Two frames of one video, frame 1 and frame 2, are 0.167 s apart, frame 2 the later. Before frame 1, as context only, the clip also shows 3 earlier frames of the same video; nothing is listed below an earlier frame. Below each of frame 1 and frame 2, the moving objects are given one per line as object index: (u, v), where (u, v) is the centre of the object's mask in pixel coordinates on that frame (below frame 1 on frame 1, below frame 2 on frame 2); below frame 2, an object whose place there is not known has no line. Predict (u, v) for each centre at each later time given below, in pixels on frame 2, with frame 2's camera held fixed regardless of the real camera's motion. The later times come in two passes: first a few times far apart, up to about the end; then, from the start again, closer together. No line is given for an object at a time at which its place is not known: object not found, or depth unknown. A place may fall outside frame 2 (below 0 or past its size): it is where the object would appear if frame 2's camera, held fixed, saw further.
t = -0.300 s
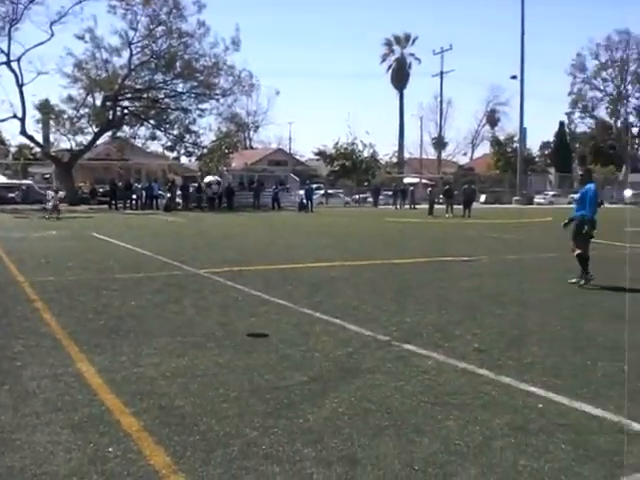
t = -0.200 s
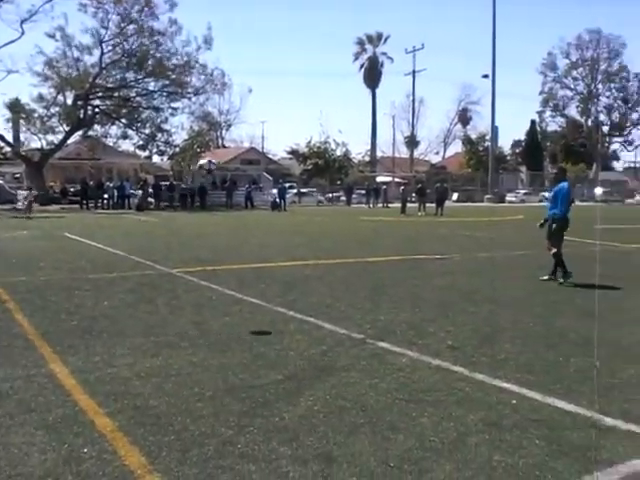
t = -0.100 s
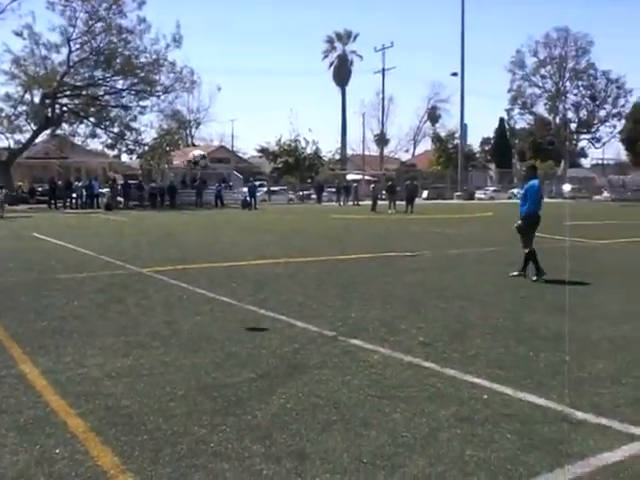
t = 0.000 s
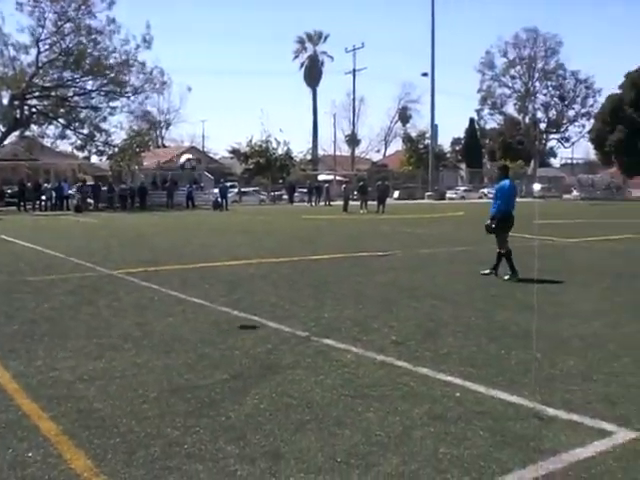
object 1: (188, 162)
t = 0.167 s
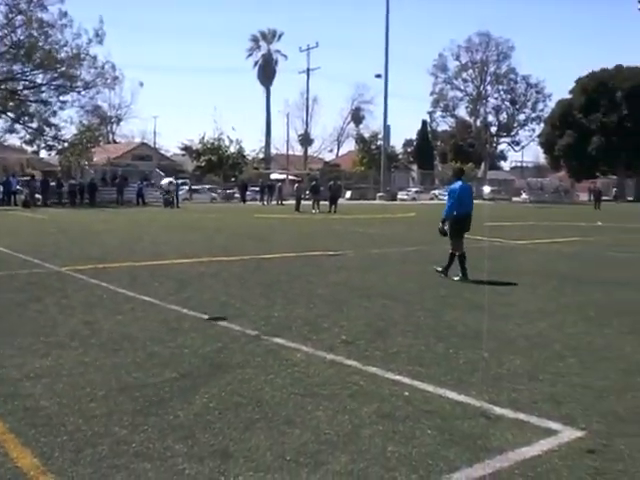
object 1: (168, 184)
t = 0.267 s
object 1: (184, 215)
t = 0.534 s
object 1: (222, 279)
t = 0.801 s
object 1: (260, 226)
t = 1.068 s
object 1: (295, 234)
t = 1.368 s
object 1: (327, 272)
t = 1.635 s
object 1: (348, 246)
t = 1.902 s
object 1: (367, 270)
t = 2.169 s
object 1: (384, 261)
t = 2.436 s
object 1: (400, 271)
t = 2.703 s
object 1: (413, 271)
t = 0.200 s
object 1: (174, 192)
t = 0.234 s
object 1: (179, 204)
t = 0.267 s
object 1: (184, 215)
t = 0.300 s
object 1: (189, 225)
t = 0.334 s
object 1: (194, 237)
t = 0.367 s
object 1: (198, 249)
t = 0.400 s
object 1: (203, 263)
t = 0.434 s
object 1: (207, 276)
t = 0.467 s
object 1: (212, 292)
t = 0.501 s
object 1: (217, 290)
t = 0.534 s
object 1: (222, 279)
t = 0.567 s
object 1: (227, 269)
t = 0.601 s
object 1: (232, 260)
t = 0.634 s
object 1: (237, 252)
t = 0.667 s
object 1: (242, 244)
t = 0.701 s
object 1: (247, 238)
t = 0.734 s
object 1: (251, 233)
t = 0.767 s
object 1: (256, 229)
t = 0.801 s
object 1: (260, 226)
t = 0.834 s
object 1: (264, 224)
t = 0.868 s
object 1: (269, 222)
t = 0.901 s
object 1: (273, 222)
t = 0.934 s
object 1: (277, 223)
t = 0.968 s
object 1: (282, 224)
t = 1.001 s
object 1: (286, 226)
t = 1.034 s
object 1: (290, 229)
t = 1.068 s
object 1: (295, 234)
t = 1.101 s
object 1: (298, 238)
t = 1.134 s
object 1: (303, 243)
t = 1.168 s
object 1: (306, 250)
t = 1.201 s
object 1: (310, 257)
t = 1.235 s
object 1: (314, 265)
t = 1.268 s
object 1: (318, 273)
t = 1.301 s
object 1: (322, 283)
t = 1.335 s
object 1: (325, 280)
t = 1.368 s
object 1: (327, 272)
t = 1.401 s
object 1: (330, 266)
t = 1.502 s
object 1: (338, 252)
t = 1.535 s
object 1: (340, 249)
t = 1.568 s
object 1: (343, 248)
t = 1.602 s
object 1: (345, 246)
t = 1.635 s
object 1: (348, 246)
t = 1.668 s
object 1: (350, 246)
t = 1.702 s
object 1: (352, 248)
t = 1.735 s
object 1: (355, 249)
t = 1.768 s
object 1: (357, 252)
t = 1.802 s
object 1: (360, 255)
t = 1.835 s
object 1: (362, 260)
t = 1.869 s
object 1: (365, 265)
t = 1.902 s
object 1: (367, 270)
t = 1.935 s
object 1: (370, 277)
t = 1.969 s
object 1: (372, 276)
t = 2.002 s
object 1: (374, 271)
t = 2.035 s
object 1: (376, 267)
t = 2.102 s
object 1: (380, 263)
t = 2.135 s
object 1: (382, 261)
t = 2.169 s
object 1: (384, 261)
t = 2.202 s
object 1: (386, 261)
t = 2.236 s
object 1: (388, 262)
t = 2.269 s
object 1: (390, 264)
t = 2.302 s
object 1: (392, 267)
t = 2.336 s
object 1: (394, 270)
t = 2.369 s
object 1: (396, 274)
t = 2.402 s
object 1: (397, 274)
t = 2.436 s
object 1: (400, 271)
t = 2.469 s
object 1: (401, 269)
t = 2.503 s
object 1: (403, 268)
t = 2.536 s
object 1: (405, 268)
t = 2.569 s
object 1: (406, 269)
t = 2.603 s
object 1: (409, 270)
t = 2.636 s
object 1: (411, 272)
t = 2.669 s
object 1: (412, 272)
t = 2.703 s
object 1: (413, 271)
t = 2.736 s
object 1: (415, 269)
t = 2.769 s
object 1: (416, 269)
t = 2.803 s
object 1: (417, 270)
